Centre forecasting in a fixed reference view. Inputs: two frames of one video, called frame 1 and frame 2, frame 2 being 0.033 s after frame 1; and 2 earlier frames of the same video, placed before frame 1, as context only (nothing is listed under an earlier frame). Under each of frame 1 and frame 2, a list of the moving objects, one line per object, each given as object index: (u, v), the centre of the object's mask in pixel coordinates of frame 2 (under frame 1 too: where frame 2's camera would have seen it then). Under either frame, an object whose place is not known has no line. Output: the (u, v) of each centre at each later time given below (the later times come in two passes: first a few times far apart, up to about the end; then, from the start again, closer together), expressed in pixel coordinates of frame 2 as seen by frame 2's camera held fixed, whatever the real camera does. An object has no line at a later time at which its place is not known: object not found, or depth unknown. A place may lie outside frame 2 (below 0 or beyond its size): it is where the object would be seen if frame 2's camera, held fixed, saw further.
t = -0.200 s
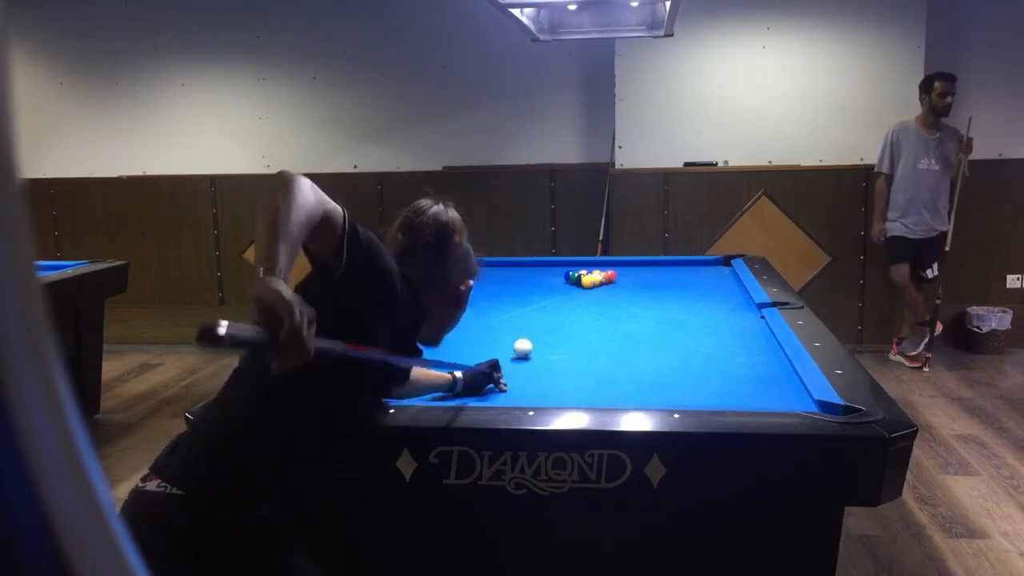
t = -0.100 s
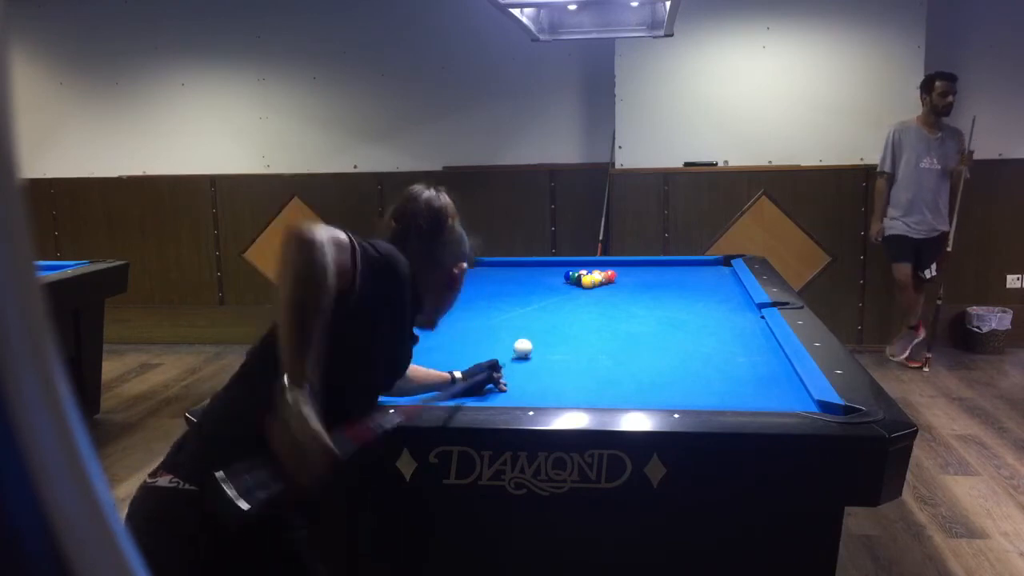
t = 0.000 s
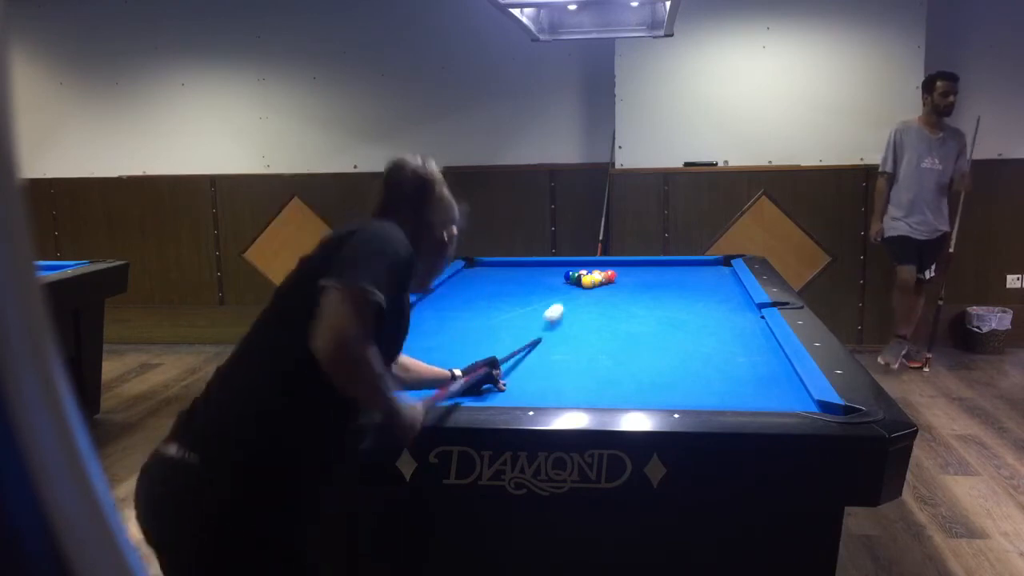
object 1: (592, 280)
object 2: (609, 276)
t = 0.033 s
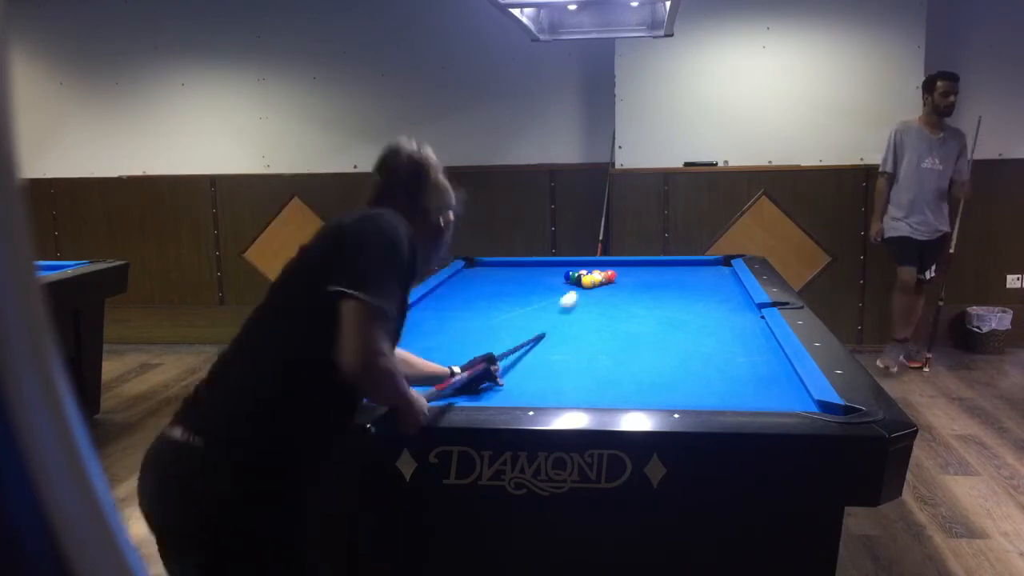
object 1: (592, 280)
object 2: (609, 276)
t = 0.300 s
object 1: (611, 284)
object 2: (698, 269)
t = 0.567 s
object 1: (630, 289)
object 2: (723, 293)
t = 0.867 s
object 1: (651, 294)
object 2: (687, 325)
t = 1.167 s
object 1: (674, 300)
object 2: (637, 368)
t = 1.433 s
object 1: (694, 305)
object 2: (562, 391)
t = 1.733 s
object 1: (717, 311)
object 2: (472, 359)
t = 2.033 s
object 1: (741, 317)
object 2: (405, 335)
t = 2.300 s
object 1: (755, 322)
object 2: (423, 320)
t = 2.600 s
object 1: (745, 325)
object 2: (495, 311)
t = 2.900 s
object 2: (561, 304)
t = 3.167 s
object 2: (615, 298)
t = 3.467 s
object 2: (670, 292)
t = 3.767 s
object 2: (722, 286)
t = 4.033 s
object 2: (720, 284)
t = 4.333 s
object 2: (696, 282)
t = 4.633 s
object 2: (674, 282)
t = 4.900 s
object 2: (656, 280)
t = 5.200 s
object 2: (639, 279)
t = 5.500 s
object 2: (624, 279)
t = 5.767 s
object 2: (611, 278)
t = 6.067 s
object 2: (600, 277)
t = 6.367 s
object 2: (589, 277)
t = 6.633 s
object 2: (583, 276)
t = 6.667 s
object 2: (582, 276)
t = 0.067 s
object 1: (594, 279)
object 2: (609, 276)
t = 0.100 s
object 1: (598, 278)
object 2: (616, 275)
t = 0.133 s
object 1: (600, 281)
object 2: (639, 268)
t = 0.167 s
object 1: (602, 281)
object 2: (657, 263)
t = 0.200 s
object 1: (604, 282)
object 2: (672, 262)
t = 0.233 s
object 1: (607, 283)
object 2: (680, 263)
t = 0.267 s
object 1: (609, 283)
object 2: (689, 267)
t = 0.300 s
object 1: (611, 284)
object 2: (698, 269)
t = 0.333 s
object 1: (614, 284)
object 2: (706, 273)
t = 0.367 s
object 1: (616, 285)
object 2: (715, 275)
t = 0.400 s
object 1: (618, 285)
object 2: (723, 278)
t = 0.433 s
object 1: (621, 286)
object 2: (733, 281)
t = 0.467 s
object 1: (623, 287)
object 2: (734, 284)
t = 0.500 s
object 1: (625, 287)
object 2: (730, 287)
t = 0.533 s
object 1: (627, 288)
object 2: (727, 290)
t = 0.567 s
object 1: (630, 289)
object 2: (723, 293)
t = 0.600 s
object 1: (632, 289)
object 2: (720, 295)
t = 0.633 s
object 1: (635, 290)
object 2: (717, 299)
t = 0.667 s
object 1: (637, 291)
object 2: (713, 302)
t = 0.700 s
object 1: (639, 291)
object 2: (709, 305)
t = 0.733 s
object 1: (642, 291)
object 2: (705, 309)
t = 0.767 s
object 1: (645, 292)
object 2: (701, 312)
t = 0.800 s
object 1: (647, 293)
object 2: (697, 316)
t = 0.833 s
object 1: (649, 293)
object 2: (692, 320)
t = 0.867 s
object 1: (651, 294)
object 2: (687, 325)
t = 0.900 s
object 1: (654, 295)
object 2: (683, 328)
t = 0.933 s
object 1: (656, 295)
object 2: (678, 333)
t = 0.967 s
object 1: (659, 296)
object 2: (672, 337)
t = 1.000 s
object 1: (661, 297)
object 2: (667, 341)
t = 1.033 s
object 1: (664, 297)
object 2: (662, 347)
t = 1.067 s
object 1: (666, 298)
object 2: (656, 352)
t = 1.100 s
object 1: (669, 298)
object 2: (650, 357)
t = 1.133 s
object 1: (671, 299)
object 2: (643, 363)
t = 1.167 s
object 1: (674, 300)
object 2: (637, 368)
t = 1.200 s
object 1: (676, 300)
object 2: (630, 374)
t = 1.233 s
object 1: (679, 301)
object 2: (622, 381)
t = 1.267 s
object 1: (681, 301)
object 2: (615, 389)
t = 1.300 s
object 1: (684, 302)
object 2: (607, 393)
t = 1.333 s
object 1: (686, 303)
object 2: (599, 397)
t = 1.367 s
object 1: (689, 304)
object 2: (587, 398)
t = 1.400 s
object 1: (691, 304)
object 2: (574, 394)
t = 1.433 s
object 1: (694, 305)
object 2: (562, 391)
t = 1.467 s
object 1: (697, 306)
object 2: (550, 388)
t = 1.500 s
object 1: (699, 306)
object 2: (539, 383)
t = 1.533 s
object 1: (701, 307)
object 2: (528, 380)
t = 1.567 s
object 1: (704, 308)
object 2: (518, 376)
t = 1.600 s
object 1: (706, 308)
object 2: (508, 372)
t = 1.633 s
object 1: (709, 309)
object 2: (499, 369)
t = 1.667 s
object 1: (712, 309)
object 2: (490, 366)
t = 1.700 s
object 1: (714, 310)
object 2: (481, 362)
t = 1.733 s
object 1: (717, 311)
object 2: (472, 359)
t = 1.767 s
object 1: (720, 312)
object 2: (464, 356)
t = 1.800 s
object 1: (722, 312)
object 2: (456, 353)
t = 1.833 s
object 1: (725, 313)
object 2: (447, 350)
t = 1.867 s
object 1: (728, 313)
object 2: (440, 348)
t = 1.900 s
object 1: (730, 314)
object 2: (433, 345)
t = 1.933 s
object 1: (733, 315)
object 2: (425, 343)
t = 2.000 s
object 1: (738, 316)
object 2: (412, 337)
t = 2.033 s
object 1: (741, 317)
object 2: (405, 335)
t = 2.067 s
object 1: (743, 318)
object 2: (398, 333)
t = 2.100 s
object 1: (746, 318)
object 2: (394, 330)
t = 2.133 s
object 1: (749, 319)
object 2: (391, 327)
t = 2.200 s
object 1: (754, 320)
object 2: (401, 325)
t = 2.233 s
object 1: (757, 321)
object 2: (409, 323)
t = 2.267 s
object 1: (756, 321)
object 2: (416, 322)
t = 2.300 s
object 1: (755, 322)
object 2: (423, 320)
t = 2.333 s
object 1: (754, 322)
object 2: (430, 318)
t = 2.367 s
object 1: (753, 322)
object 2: (439, 317)
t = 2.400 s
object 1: (752, 323)
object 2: (446, 316)
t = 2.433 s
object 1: (751, 324)
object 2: (455, 315)
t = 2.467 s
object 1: (750, 324)
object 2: (463, 314)
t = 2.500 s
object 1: (749, 324)
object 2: (471, 314)
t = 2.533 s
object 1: (748, 325)
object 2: (478, 312)
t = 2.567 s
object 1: (746, 325)
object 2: (487, 311)
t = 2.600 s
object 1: (745, 325)
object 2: (495, 311)
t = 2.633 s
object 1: (744, 325)
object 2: (503, 310)
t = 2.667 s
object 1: (743, 325)
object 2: (510, 309)
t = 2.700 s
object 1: (743, 325)
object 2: (517, 309)
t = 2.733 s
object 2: (525, 308)
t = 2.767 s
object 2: (532, 307)
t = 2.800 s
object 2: (539, 306)
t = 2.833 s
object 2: (547, 305)
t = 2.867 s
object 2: (554, 305)
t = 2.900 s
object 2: (561, 304)
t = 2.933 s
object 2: (568, 303)
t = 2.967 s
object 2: (575, 302)
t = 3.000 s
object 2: (581, 302)
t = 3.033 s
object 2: (589, 301)
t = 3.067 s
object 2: (595, 300)
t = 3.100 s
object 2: (602, 299)
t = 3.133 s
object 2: (608, 299)
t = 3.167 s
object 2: (615, 298)
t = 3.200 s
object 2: (621, 297)
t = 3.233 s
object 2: (628, 297)
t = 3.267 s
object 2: (634, 296)
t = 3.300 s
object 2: (640, 295)
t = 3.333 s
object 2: (647, 294)
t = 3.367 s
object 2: (653, 294)
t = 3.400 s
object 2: (659, 293)
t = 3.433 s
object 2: (665, 293)
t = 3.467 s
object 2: (670, 292)
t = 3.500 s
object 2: (676, 291)
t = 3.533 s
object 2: (682, 290)
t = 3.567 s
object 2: (688, 290)
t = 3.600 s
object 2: (694, 289)
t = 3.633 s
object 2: (699, 289)
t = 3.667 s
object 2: (705, 288)
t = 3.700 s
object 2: (711, 287)
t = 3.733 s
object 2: (716, 287)
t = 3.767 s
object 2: (722, 286)
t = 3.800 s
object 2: (727, 285)
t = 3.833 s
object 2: (733, 285)
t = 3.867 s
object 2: (736, 284)
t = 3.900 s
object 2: (732, 284)
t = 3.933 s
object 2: (729, 284)
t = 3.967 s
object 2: (726, 284)
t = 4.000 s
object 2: (723, 284)
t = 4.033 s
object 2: (720, 284)
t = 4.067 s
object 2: (717, 283)
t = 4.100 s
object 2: (714, 283)
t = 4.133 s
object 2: (711, 283)
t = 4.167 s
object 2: (709, 283)
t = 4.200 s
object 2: (706, 283)
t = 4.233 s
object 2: (704, 283)
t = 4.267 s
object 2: (701, 282)
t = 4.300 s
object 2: (698, 282)
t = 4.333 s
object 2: (696, 282)
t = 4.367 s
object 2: (693, 282)
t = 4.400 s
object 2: (690, 282)
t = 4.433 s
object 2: (688, 282)
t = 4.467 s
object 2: (686, 282)
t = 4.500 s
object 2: (684, 282)
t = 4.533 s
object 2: (681, 282)
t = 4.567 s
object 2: (679, 282)
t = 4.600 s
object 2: (676, 281)
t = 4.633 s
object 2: (674, 282)
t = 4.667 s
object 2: (672, 281)
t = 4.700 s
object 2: (670, 281)
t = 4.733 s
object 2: (667, 281)
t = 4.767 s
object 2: (665, 281)
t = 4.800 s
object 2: (663, 281)
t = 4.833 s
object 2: (661, 281)
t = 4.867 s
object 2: (659, 280)
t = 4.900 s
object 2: (656, 280)
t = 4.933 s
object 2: (655, 280)
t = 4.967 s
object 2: (652, 280)
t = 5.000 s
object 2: (651, 280)
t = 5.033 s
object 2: (649, 280)
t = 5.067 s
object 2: (647, 280)
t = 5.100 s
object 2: (645, 279)
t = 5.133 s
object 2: (643, 279)
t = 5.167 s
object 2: (641, 279)
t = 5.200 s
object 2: (639, 279)
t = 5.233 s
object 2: (637, 279)
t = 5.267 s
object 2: (635, 279)
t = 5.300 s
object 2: (633, 279)
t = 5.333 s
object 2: (631, 279)
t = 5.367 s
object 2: (630, 279)
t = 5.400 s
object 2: (628, 279)
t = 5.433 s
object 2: (627, 279)
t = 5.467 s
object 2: (625, 279)
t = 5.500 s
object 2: (624, 279)
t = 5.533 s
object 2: (622, 279)
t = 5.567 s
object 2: (621, 278)
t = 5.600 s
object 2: (618, 278)
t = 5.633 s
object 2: (617, 278)
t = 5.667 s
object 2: (616, 278)
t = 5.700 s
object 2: (614, 278)
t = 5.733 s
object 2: (613, 278)
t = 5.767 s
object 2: (611, 278)
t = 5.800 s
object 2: (610, 278)
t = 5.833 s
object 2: (608, 278)
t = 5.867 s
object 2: (608, 278)
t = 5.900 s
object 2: (606, 278)
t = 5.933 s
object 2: (605, 277)
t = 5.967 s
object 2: (603, 278)
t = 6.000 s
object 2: (602, 277)
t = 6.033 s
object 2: (601, 277)
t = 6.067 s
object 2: (600, 277)
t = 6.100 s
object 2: (598, 277)
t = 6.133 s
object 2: (597, 277)
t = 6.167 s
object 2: (596, 277)
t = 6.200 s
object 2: (595, 277)
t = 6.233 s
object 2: (594, 277)
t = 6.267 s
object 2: (592, 277)
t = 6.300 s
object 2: (591, 277)
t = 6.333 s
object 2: (590, 277)
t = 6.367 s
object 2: (589, 277)
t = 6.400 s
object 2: (588, 277)
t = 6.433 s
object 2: (588, 277)
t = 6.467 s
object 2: (586, 277)
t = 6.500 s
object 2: (586, 276)
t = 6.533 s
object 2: (585, 276)
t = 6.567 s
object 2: (584, 276)
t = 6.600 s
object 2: (583, 276)
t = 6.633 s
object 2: (583, 276)
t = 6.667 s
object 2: (582, 276)
